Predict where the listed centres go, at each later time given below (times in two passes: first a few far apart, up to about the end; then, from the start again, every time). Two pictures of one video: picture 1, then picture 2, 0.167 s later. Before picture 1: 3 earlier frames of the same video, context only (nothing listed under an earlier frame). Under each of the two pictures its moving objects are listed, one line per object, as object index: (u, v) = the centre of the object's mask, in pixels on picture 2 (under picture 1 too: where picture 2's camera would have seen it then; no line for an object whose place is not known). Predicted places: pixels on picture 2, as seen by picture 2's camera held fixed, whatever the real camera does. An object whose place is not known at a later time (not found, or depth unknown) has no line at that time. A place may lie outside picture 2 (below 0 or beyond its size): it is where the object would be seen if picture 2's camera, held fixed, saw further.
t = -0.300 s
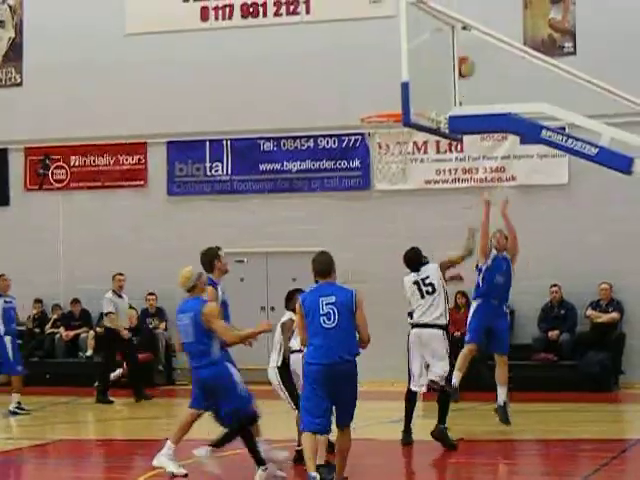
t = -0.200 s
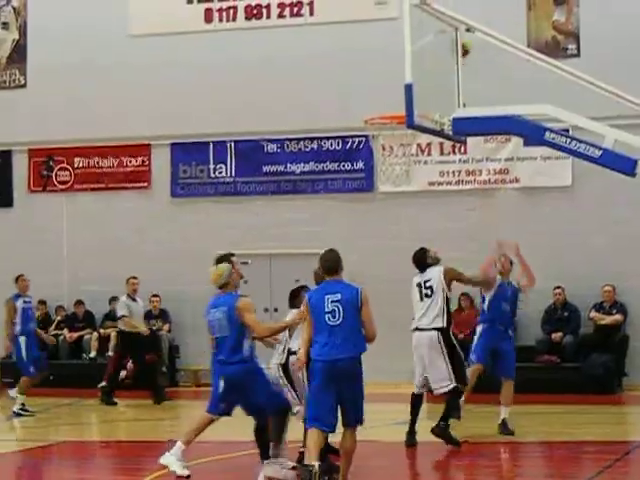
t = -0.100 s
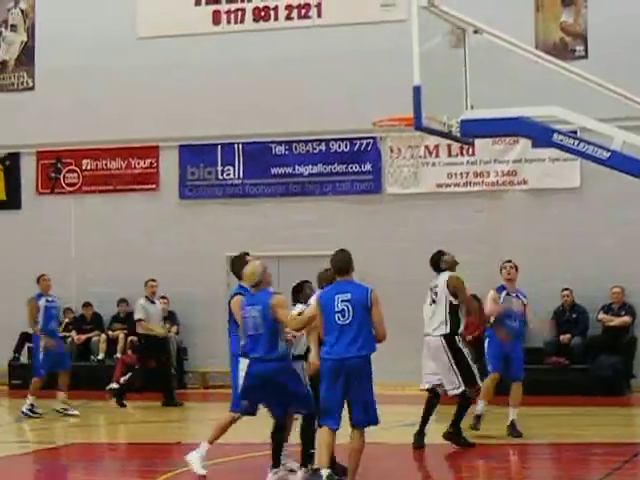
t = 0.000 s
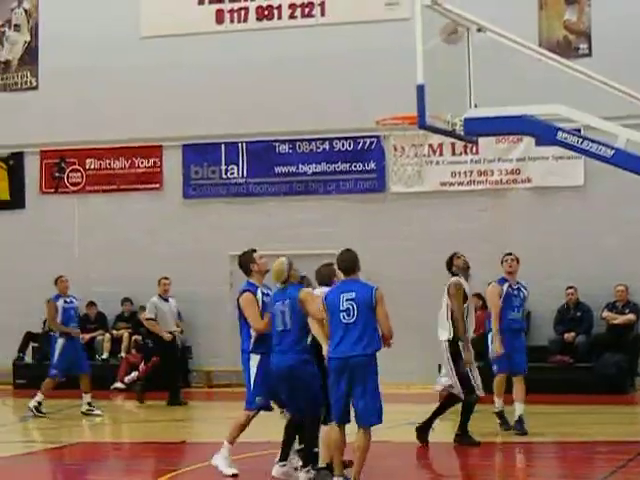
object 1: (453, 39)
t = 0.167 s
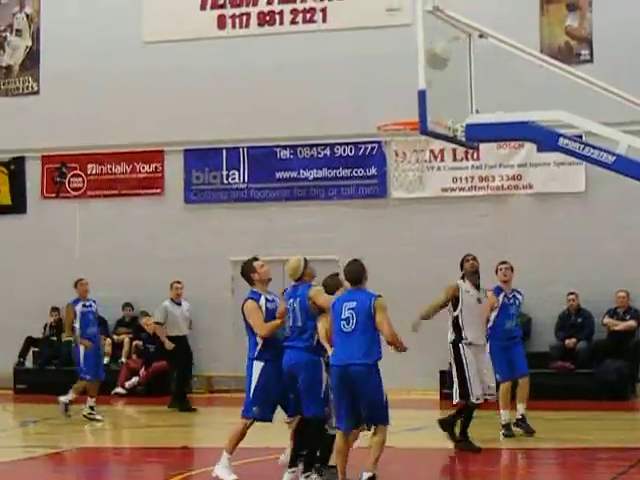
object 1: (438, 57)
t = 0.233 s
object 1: (432, 73)
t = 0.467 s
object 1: (406, 68)
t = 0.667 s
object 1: (391, 34)
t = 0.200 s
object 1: (433, 66)
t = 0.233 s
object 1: (432, 73)
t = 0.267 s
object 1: (432, 84)
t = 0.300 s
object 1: (414, 96)
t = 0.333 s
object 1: (411, 107)
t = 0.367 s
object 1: (411, 99)
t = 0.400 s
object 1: (409, 86)
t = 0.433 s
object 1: (407, 76)
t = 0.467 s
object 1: (406, 68)
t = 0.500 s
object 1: (404, 58)
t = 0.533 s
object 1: (401, 51)
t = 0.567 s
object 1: (399, 45)
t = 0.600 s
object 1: (397, 40)
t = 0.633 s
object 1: (394, 37)
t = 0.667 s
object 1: (391, 34)
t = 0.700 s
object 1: (389, 33)
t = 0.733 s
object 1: (387, 34)
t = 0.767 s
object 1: (384, 36)
